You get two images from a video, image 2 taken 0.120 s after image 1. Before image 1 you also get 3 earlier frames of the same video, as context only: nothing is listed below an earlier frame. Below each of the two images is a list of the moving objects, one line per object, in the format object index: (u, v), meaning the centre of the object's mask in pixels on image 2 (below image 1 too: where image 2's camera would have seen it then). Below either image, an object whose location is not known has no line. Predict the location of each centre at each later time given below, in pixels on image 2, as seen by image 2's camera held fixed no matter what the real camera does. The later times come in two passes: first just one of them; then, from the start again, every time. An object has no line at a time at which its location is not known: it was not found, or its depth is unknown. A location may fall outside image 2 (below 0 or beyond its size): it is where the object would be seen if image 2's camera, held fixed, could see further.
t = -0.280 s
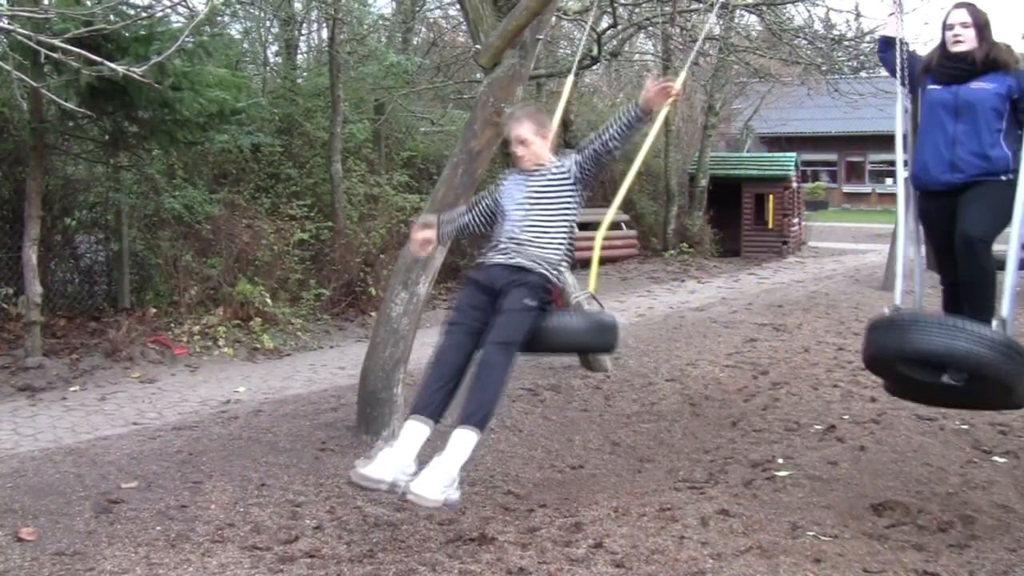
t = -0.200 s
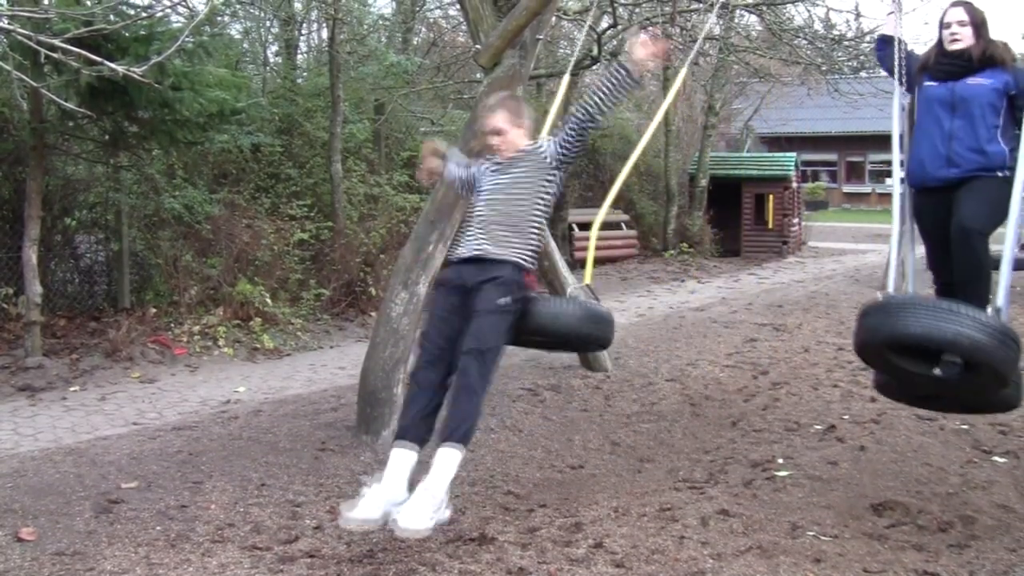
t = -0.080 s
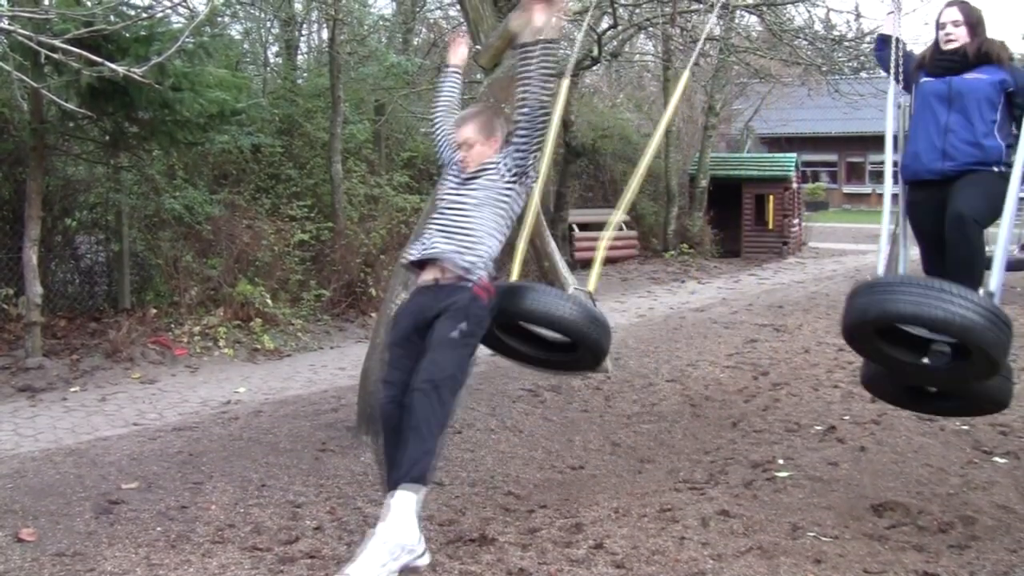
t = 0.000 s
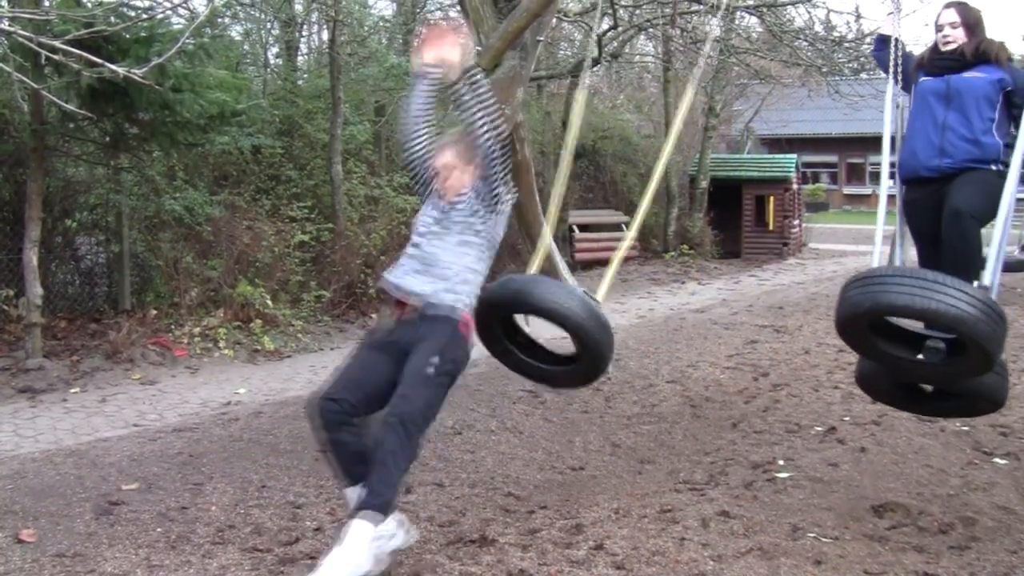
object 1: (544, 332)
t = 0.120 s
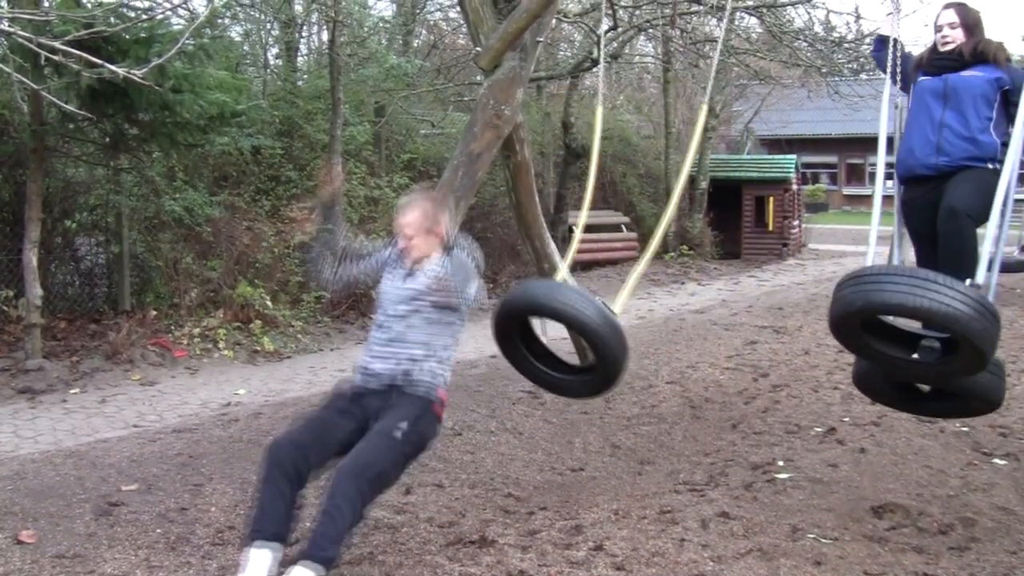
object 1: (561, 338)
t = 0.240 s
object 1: (583, 363)
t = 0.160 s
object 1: (567, 344)
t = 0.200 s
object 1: (575, 353)
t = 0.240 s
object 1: (583, 363)
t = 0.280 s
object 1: (592, 373)
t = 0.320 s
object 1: (601, 382)
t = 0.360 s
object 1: (611, 389)
